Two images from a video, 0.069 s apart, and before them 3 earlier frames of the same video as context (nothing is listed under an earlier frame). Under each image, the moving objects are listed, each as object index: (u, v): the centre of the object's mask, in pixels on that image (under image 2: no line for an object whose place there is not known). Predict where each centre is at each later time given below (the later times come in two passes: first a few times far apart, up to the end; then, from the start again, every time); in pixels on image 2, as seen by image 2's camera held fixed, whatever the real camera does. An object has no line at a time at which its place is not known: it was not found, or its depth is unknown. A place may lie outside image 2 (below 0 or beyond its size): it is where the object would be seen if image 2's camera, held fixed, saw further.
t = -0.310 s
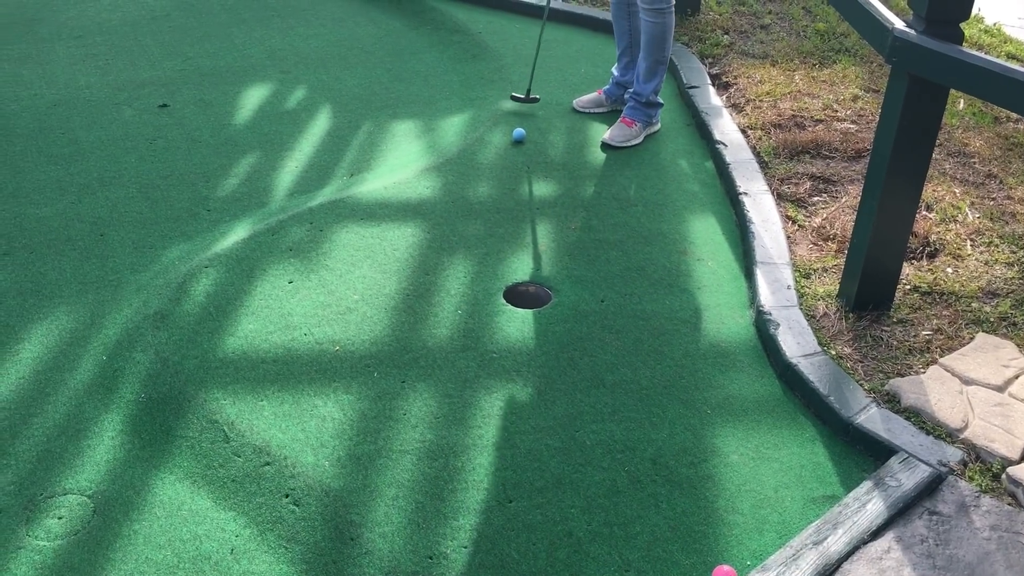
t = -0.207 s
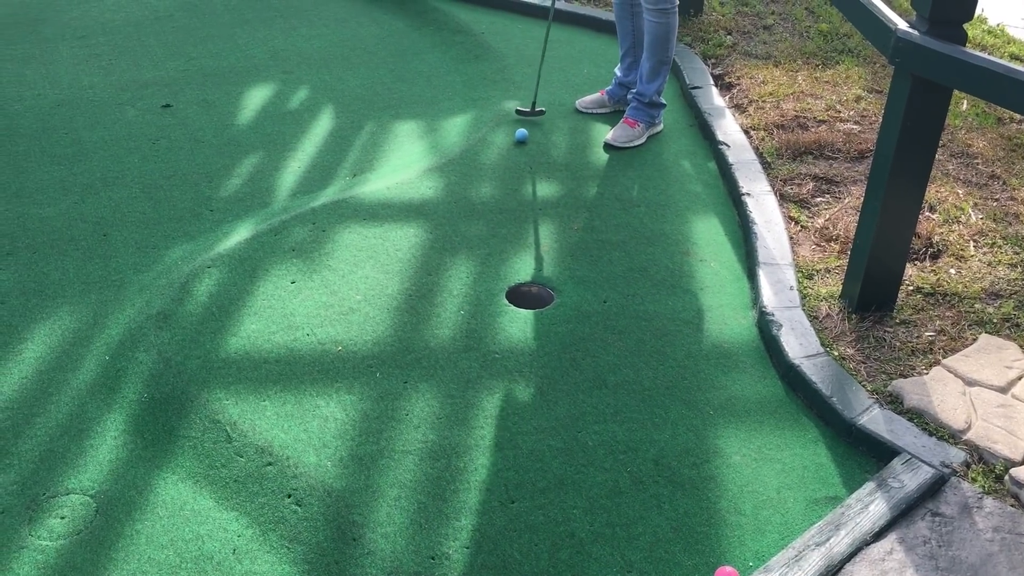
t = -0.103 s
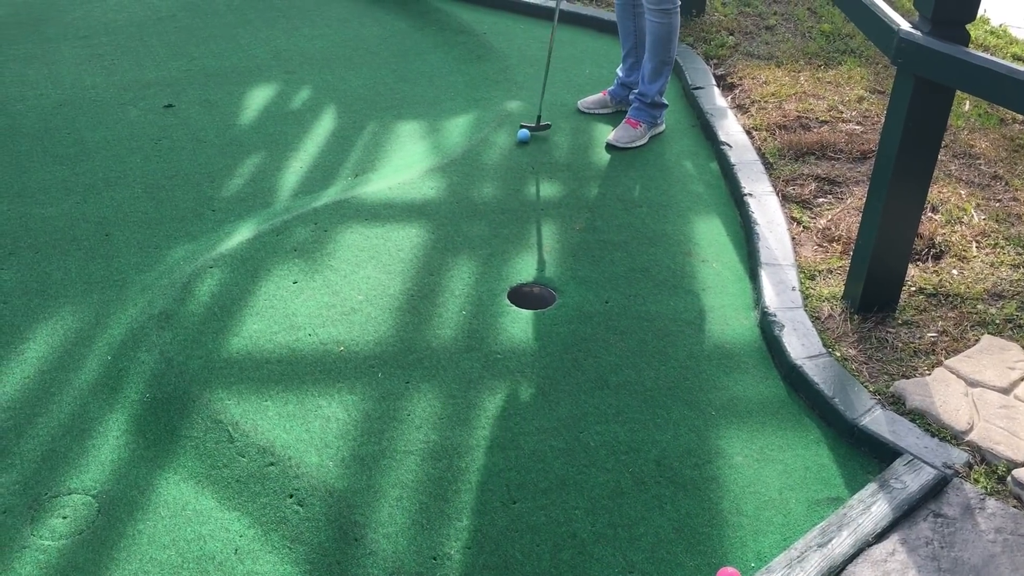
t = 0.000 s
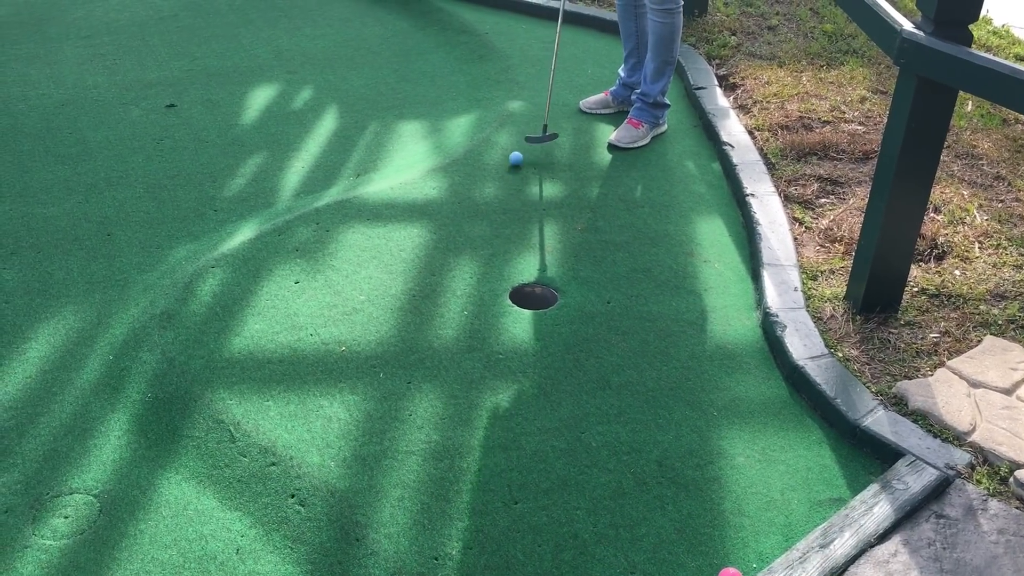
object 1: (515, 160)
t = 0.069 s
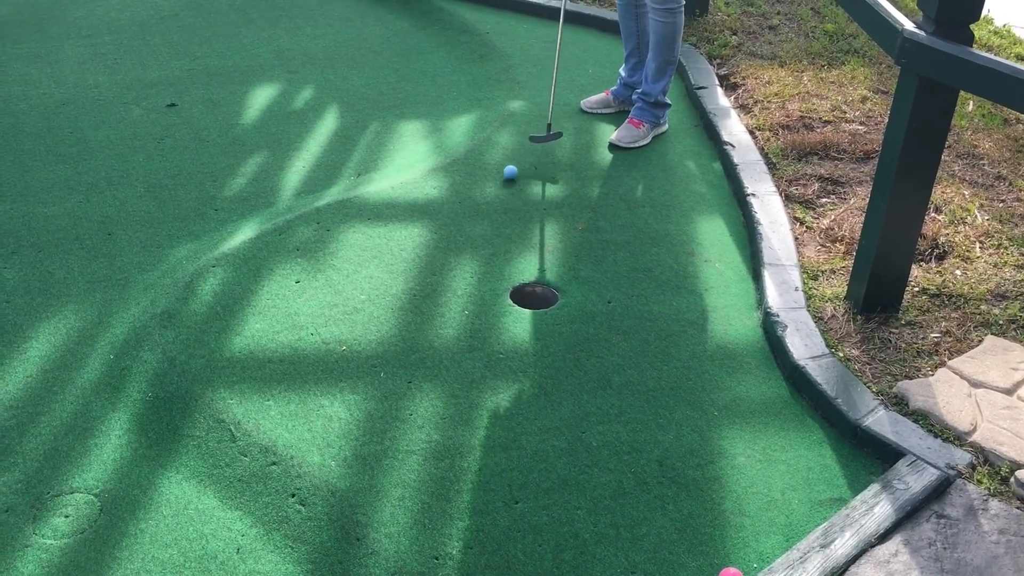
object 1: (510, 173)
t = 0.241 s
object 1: (496, 203)
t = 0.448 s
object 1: (478, 240)
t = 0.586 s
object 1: (464, 266)
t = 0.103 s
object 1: (507, 180)
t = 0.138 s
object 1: (505, 186)
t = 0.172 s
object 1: (502, 192)
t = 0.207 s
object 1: (499, 197)
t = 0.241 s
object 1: (496, 203)
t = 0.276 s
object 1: (493, 209)
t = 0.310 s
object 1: (491, 215)
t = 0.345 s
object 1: (487, 221)
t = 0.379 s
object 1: (484, 227)
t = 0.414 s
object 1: (481, 234)
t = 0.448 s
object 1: (478, 240)
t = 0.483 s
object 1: (474, 246)
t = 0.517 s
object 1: (471, 252)
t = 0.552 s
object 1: (467, 259)
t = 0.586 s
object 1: (464, 266)
